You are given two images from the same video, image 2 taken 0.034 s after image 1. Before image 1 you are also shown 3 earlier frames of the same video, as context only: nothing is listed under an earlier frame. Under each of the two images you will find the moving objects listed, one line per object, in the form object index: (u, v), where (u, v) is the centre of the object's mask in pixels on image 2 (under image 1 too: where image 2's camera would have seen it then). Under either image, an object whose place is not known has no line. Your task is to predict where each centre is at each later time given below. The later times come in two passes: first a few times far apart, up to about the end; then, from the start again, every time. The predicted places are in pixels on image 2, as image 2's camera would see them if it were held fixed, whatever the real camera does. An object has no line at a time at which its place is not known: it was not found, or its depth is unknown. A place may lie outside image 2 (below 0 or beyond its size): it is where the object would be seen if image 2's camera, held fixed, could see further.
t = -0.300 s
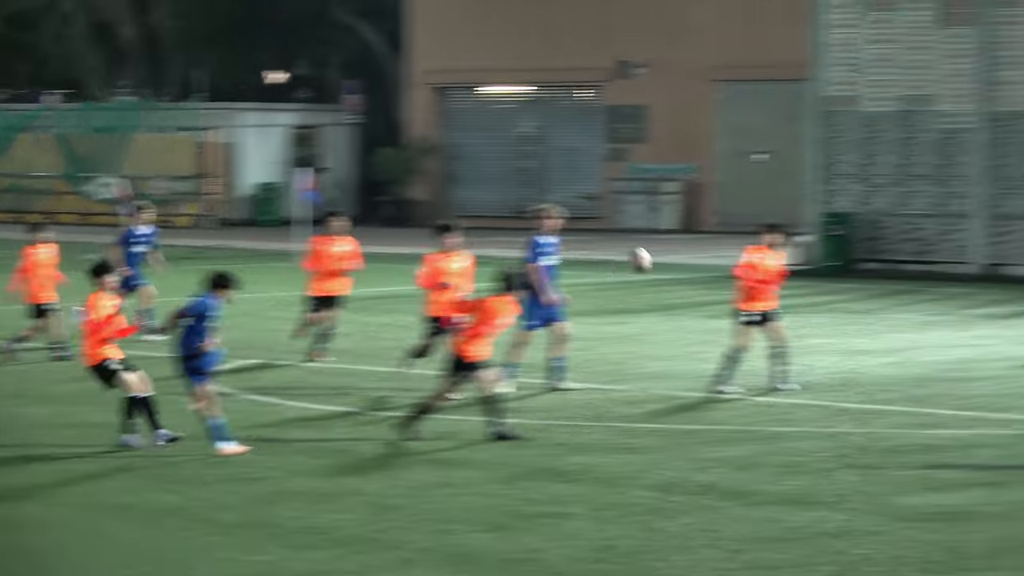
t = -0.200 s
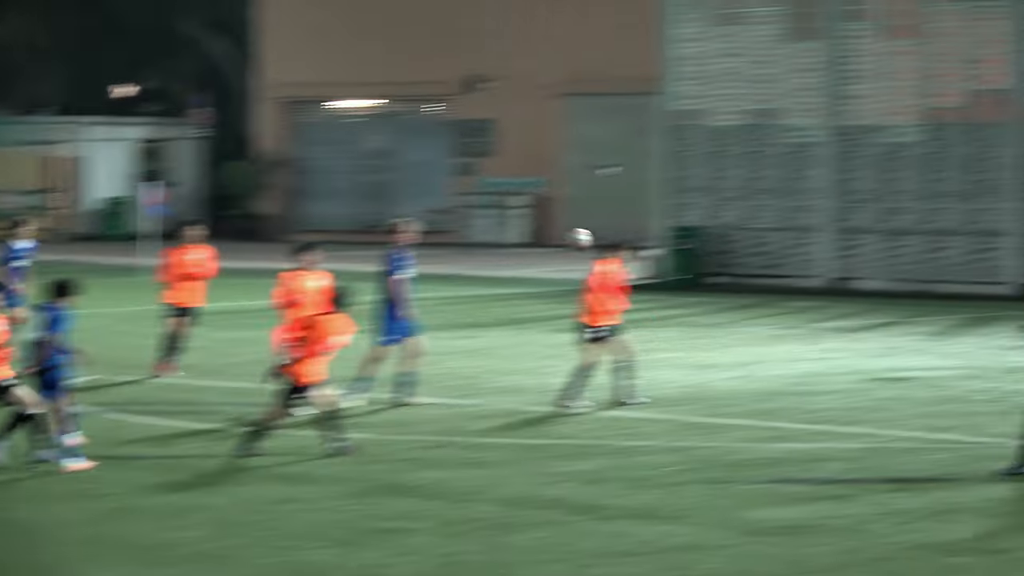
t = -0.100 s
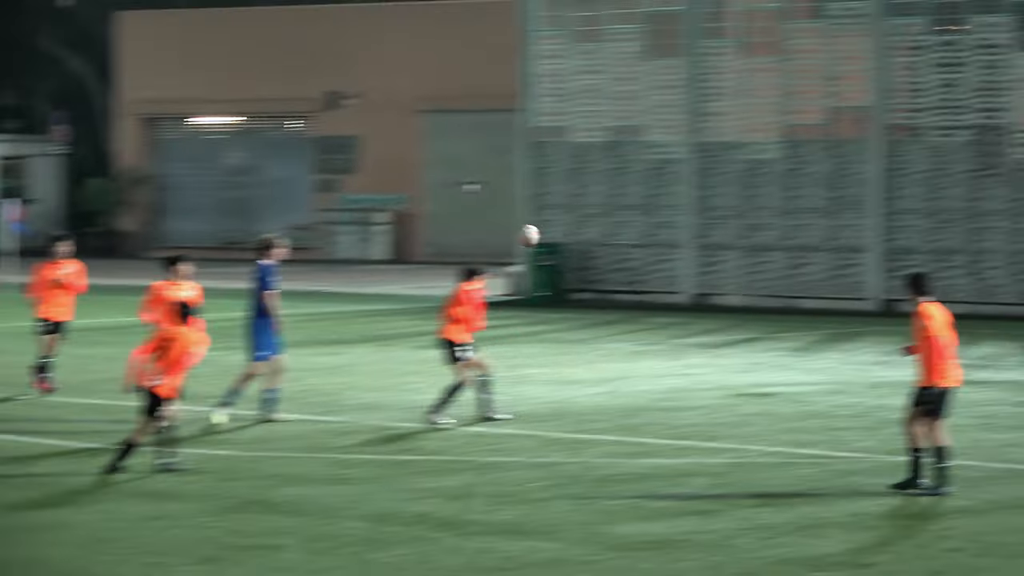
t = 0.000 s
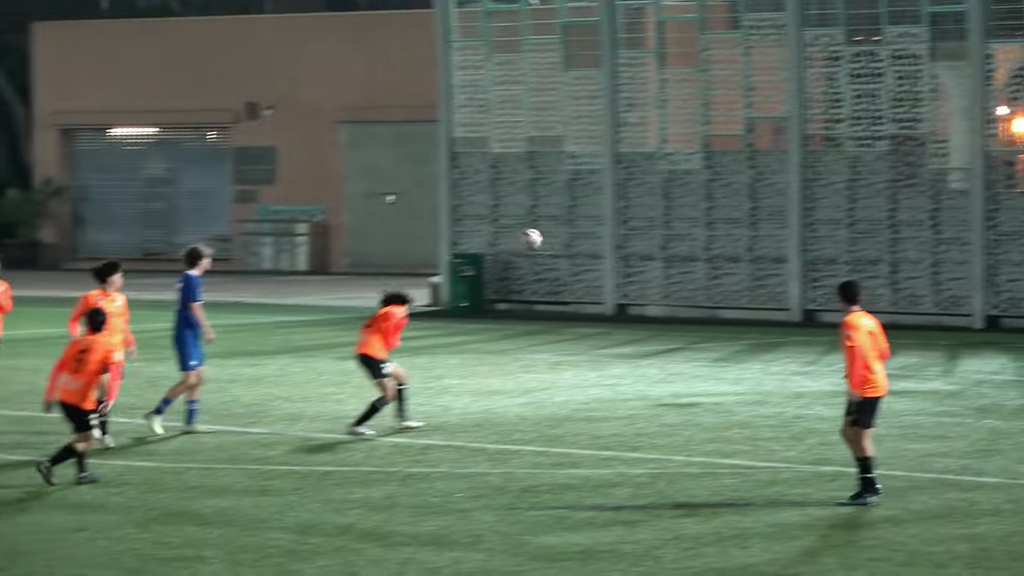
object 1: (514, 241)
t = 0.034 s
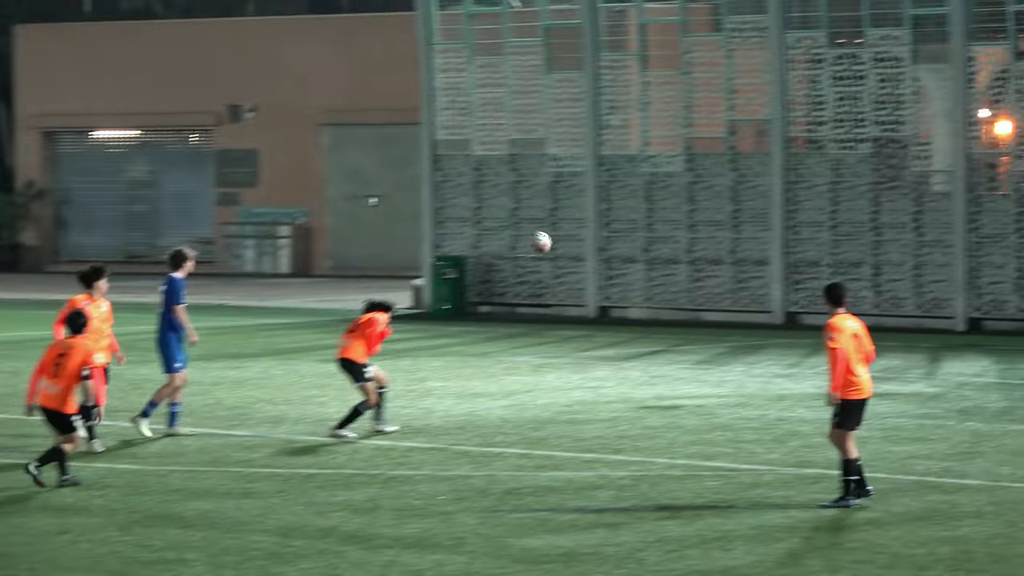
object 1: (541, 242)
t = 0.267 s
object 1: (722, 276)
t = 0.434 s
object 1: (843, 333)
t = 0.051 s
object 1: (555, 242)
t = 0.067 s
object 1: (568, 243)
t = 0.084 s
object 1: (582, 243)
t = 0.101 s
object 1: (594, 247)
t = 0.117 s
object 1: (608, 247)
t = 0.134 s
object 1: (619, 250)
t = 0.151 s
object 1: (632, 253)
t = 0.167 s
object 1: (645, 255)
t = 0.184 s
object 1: (660, 257)
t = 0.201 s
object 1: (671, 261)
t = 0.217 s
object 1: (683, 264)
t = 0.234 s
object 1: (697, 268)
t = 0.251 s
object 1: (709, 272)
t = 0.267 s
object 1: (722, 276)
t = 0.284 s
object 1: (735, 281)
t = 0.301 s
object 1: (747, 285)
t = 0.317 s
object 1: (759, 292)
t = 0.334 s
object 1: (771, 296)
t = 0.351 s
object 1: (784, 302)
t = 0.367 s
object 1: (796, 307)
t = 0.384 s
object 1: (805, 314)
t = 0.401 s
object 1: (819, 320)
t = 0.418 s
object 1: (831, 327)
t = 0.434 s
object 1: (843, 333)
